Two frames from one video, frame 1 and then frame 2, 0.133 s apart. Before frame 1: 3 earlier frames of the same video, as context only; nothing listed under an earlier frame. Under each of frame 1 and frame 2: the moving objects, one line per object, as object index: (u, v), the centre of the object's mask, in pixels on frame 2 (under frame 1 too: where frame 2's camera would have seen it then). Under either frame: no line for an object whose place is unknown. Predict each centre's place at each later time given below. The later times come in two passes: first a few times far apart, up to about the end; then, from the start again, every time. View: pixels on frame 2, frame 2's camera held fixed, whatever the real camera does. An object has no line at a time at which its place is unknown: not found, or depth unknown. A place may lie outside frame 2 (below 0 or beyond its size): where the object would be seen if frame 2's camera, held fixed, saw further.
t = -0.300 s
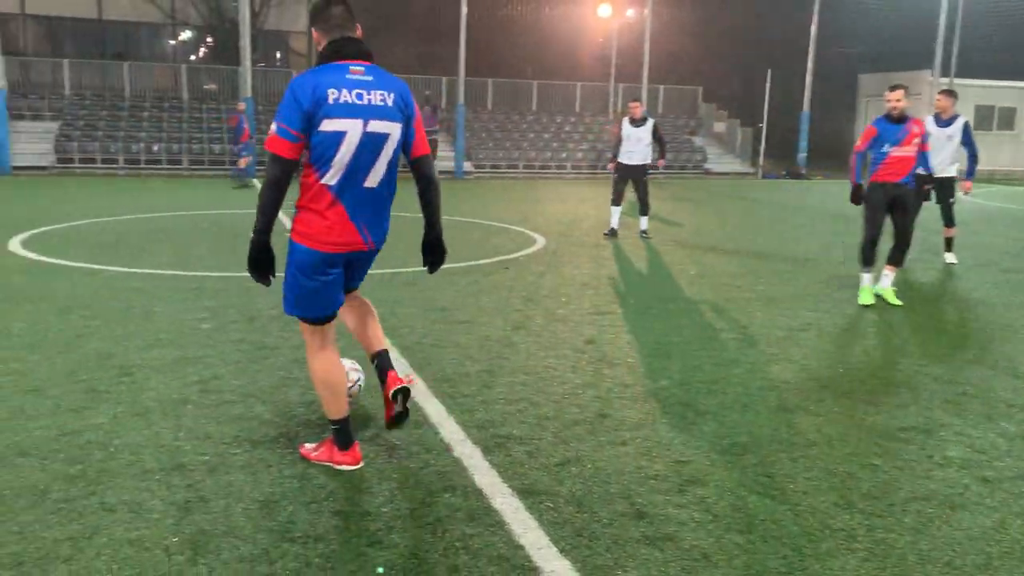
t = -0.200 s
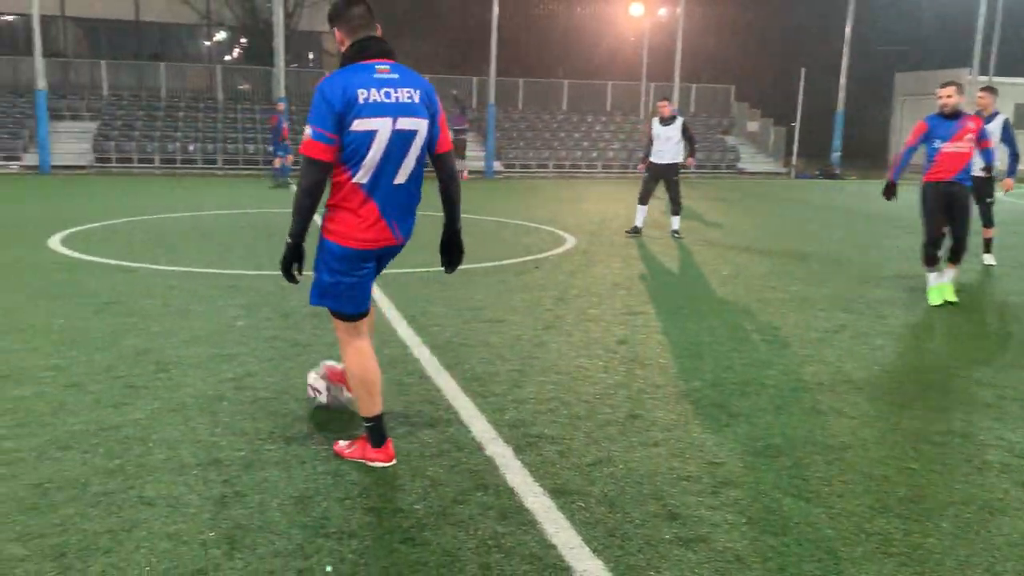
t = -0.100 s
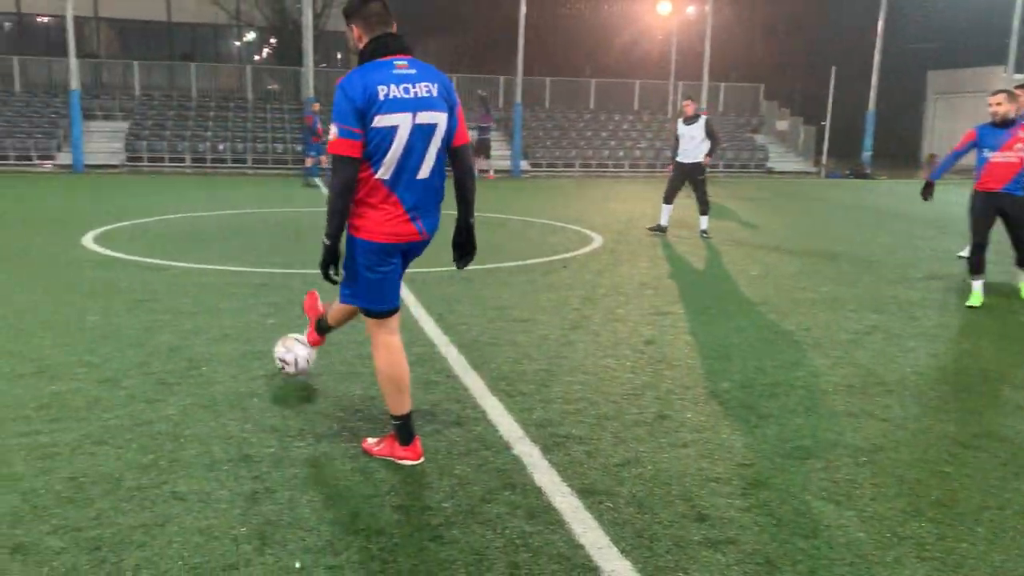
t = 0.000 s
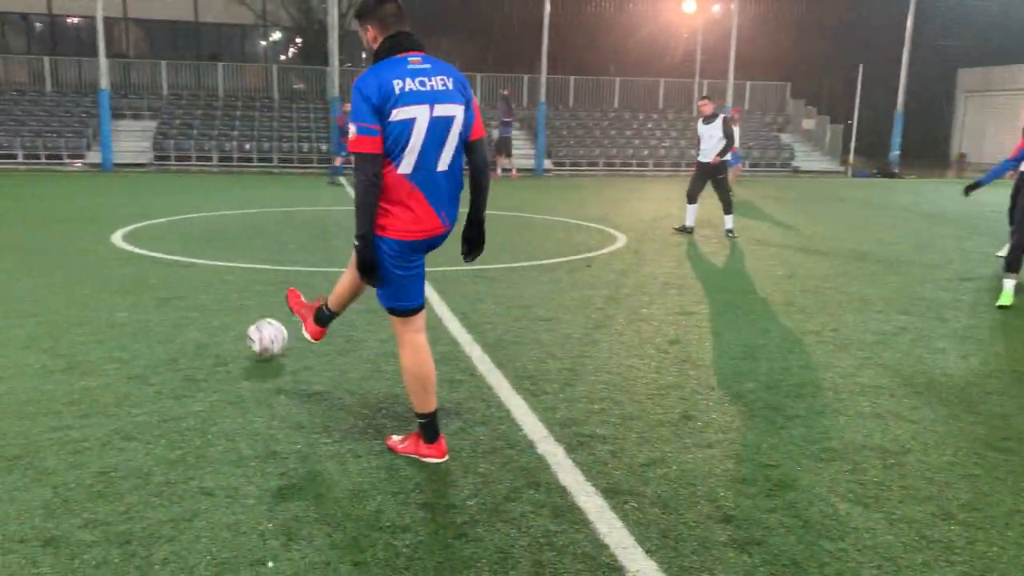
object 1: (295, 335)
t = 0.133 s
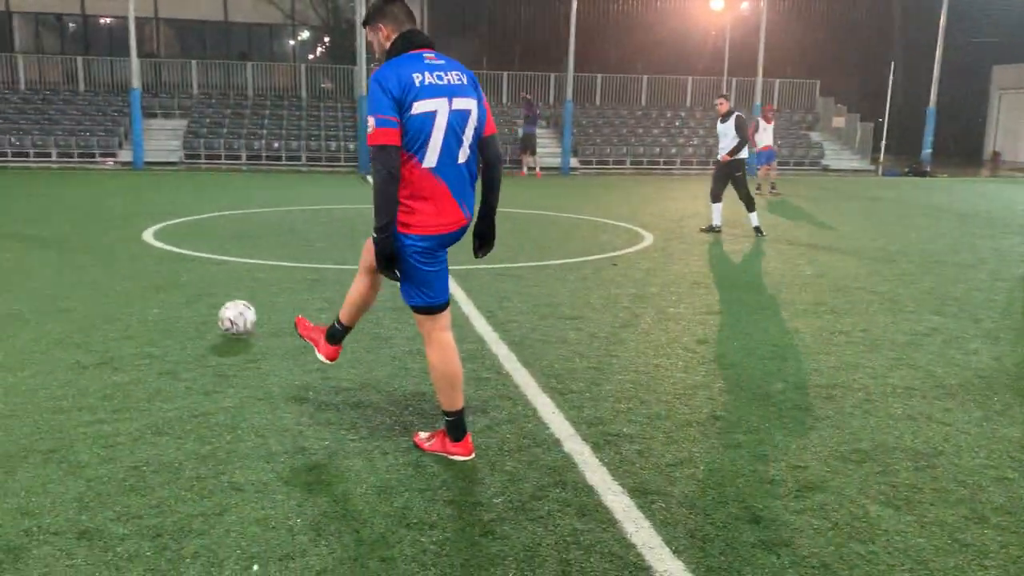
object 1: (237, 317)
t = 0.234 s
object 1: (199, 307)
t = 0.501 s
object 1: (118, 287)
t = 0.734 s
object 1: (63, 272)
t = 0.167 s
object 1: (225, 318)
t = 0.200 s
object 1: (212, 312)
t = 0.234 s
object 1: (199, 307)
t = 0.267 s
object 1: (188, 305)
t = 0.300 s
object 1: (176, 305)
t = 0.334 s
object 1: (166, 300)
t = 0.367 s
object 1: (156, 297)
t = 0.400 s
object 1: (146, 293)
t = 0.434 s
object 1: (136, 293)
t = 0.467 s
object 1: (126, 290)
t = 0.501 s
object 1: (118, 287)
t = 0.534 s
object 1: (110, 285)
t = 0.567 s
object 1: (101, 283)
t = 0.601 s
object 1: (93, 281)
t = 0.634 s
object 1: (85, 279)
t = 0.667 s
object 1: (78, 277)
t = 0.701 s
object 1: (71, 274)
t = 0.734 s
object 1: (63, 272)
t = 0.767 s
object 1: (55, 271)
